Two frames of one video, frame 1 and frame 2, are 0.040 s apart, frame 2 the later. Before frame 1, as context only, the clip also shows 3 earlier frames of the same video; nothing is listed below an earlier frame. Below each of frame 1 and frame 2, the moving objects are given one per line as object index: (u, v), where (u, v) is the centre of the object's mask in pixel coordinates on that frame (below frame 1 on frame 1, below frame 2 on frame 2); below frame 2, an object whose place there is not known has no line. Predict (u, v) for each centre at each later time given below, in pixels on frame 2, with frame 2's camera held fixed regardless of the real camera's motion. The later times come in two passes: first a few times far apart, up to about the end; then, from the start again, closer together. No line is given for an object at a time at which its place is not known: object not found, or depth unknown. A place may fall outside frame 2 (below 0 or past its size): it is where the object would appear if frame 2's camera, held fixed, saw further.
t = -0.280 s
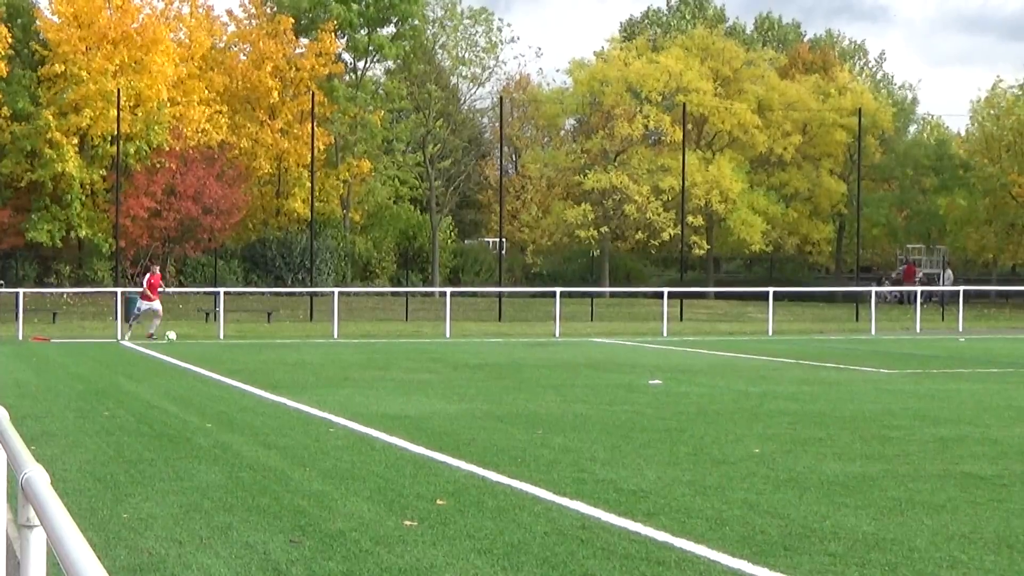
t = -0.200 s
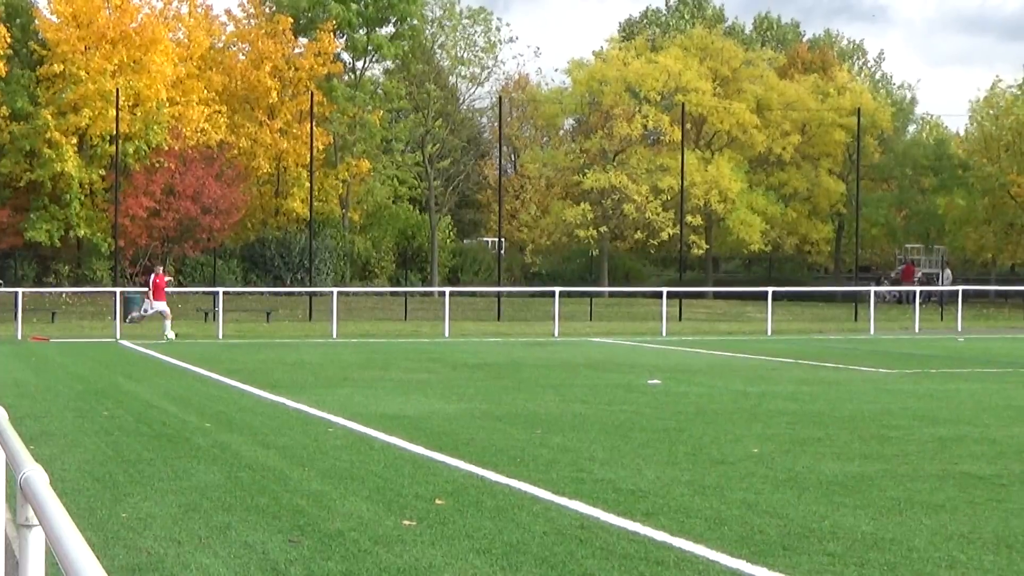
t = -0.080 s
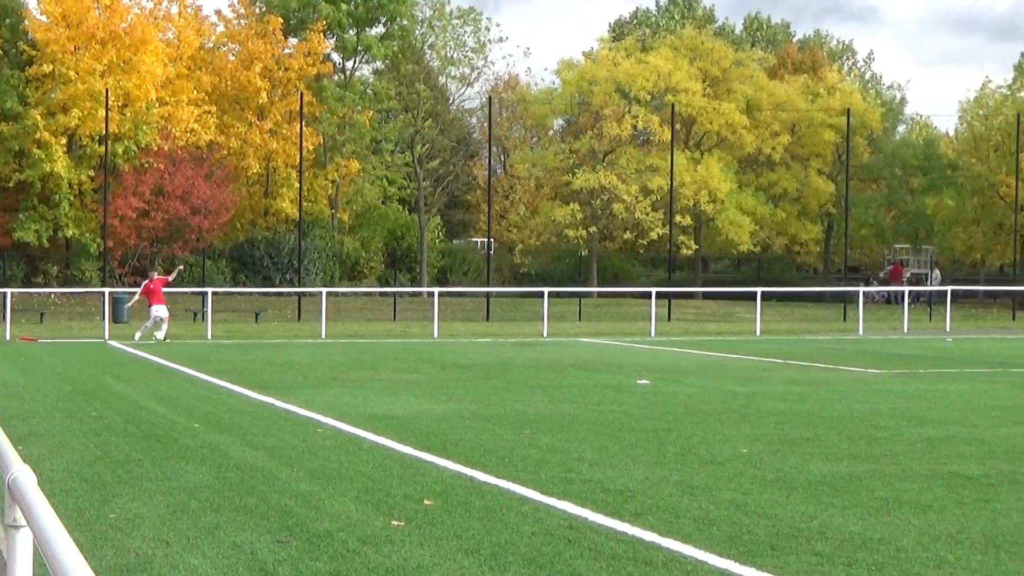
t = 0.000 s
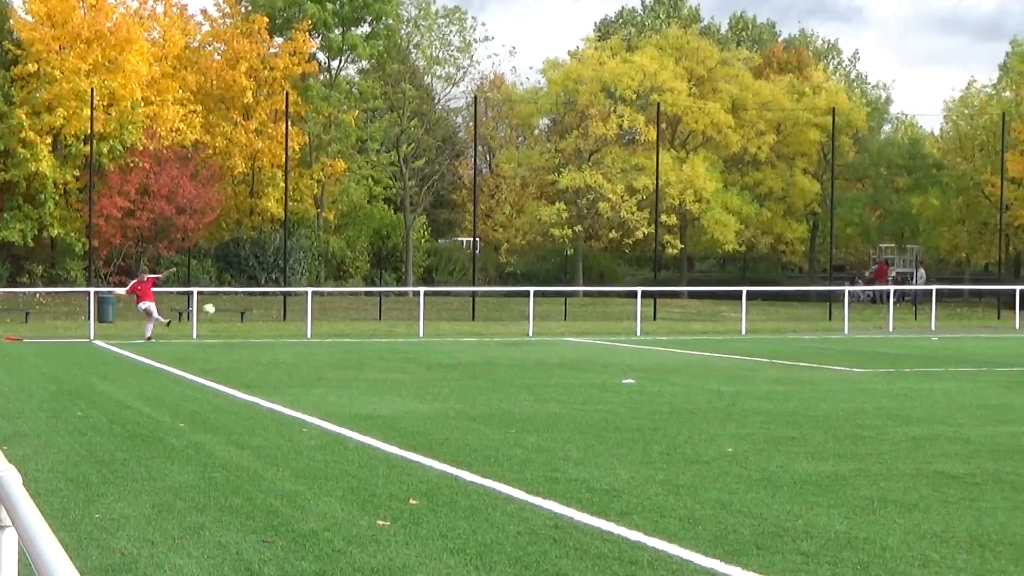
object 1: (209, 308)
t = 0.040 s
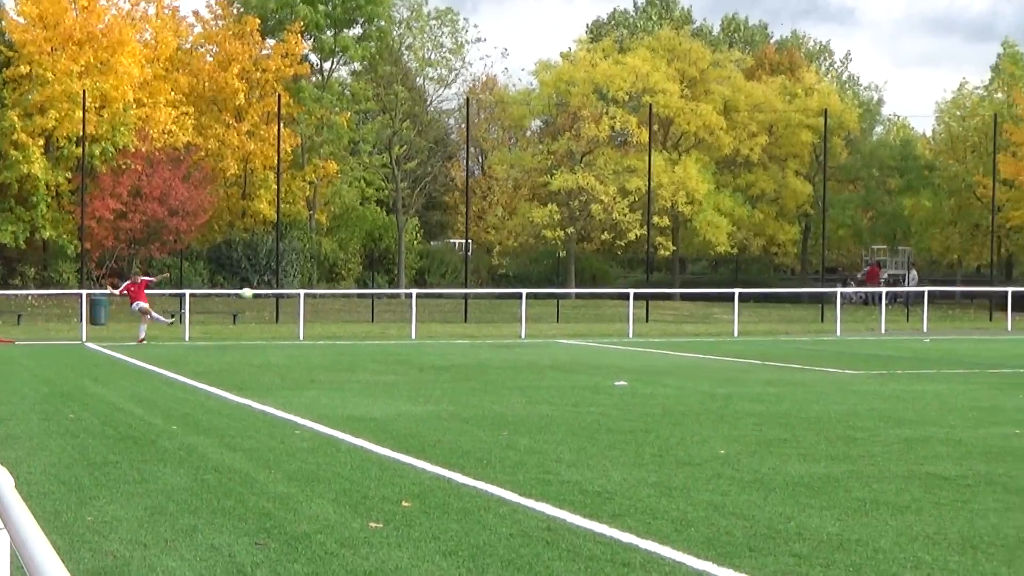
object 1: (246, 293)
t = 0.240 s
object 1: (469, 216)
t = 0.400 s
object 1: (636, 165)
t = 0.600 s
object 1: (830, 118)
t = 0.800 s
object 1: (1013, 90)
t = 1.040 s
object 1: (1212, 78)
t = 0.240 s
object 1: (469, 216)
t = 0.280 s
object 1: (511, 202)
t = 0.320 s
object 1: (553, 189)
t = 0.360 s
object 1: (595, 177)
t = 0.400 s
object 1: (636, 165)
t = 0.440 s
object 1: (675, 155)
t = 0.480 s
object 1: (716, 144)
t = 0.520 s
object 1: (754, 135)
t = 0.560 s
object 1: (793, 126)
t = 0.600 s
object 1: (830, 118)
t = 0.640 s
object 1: (868, 111)
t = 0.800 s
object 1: (1013, 90)
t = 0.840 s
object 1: (1048, 86)
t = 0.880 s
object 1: (1082, 83)
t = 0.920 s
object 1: (1115, 81)
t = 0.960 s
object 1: (1147, 80)
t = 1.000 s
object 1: (1180, 79)
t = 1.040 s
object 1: (1212, 78)
